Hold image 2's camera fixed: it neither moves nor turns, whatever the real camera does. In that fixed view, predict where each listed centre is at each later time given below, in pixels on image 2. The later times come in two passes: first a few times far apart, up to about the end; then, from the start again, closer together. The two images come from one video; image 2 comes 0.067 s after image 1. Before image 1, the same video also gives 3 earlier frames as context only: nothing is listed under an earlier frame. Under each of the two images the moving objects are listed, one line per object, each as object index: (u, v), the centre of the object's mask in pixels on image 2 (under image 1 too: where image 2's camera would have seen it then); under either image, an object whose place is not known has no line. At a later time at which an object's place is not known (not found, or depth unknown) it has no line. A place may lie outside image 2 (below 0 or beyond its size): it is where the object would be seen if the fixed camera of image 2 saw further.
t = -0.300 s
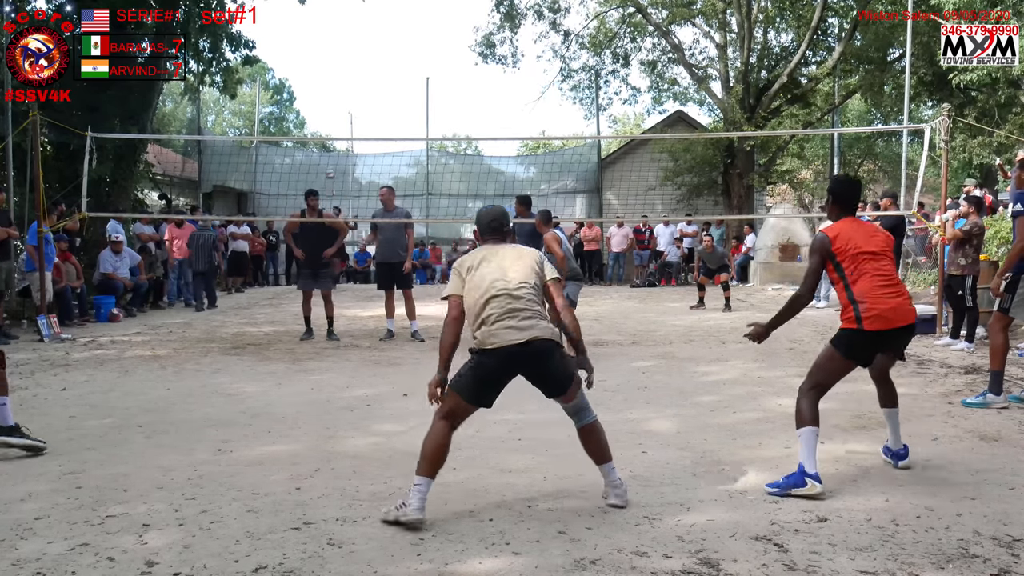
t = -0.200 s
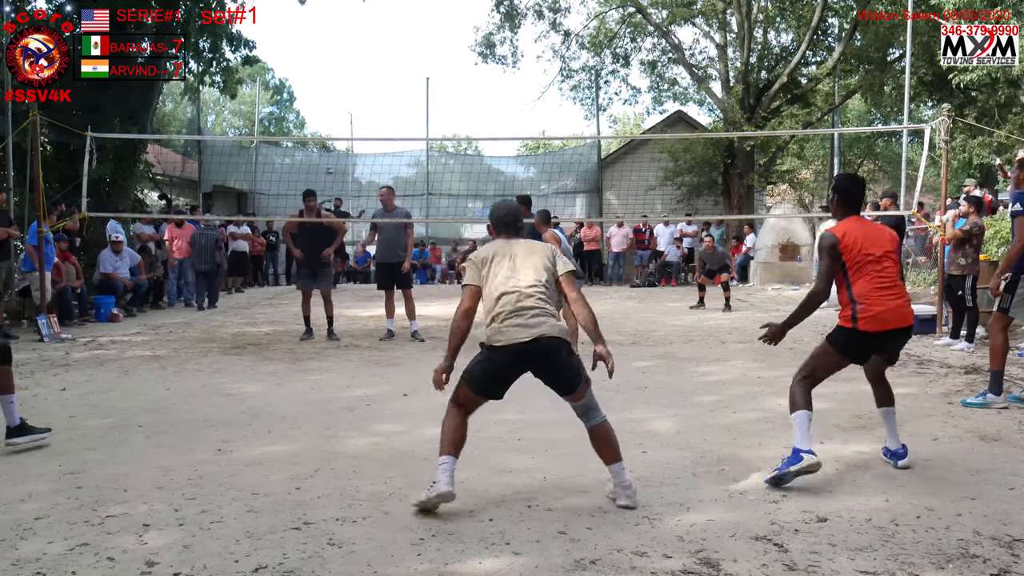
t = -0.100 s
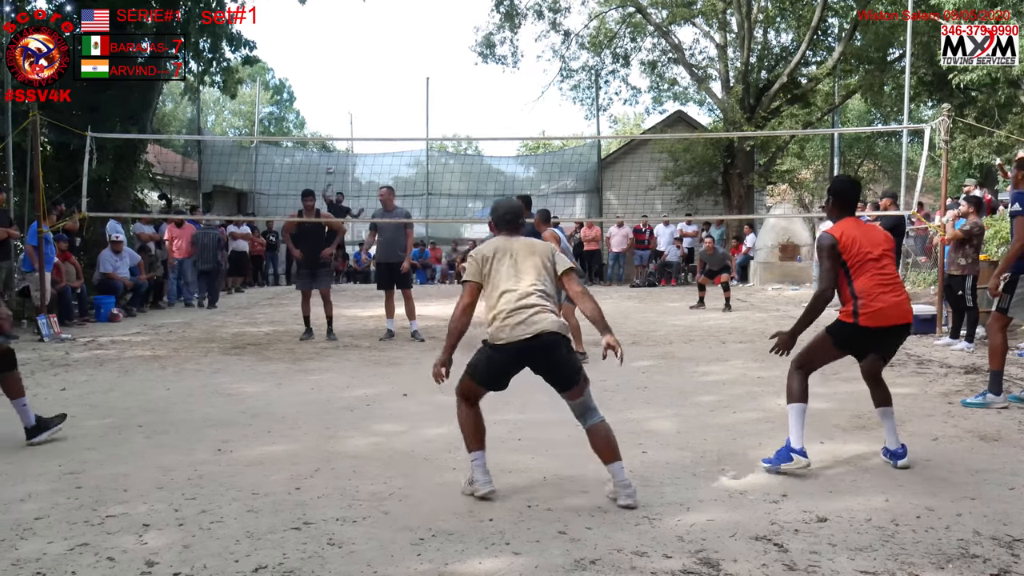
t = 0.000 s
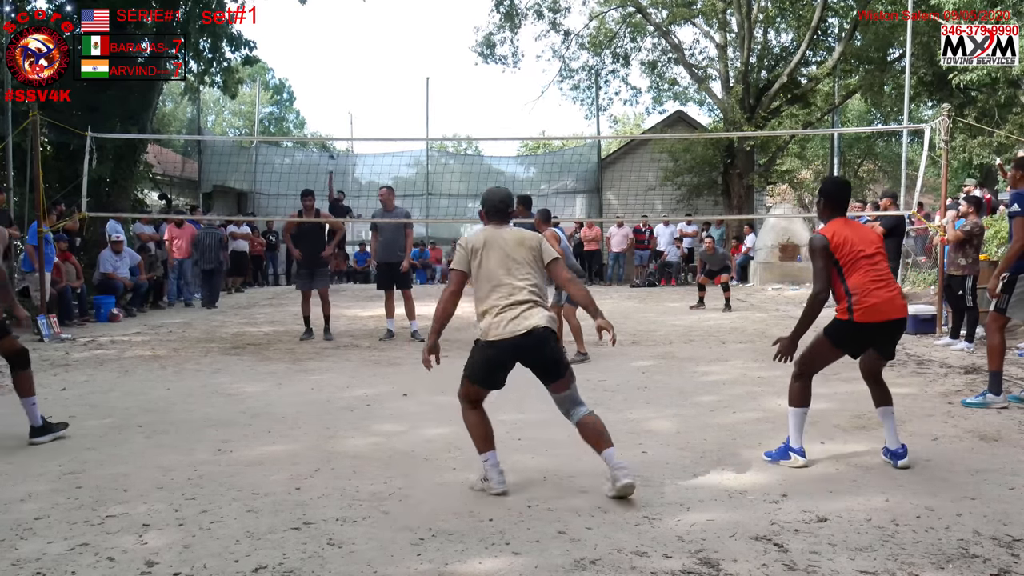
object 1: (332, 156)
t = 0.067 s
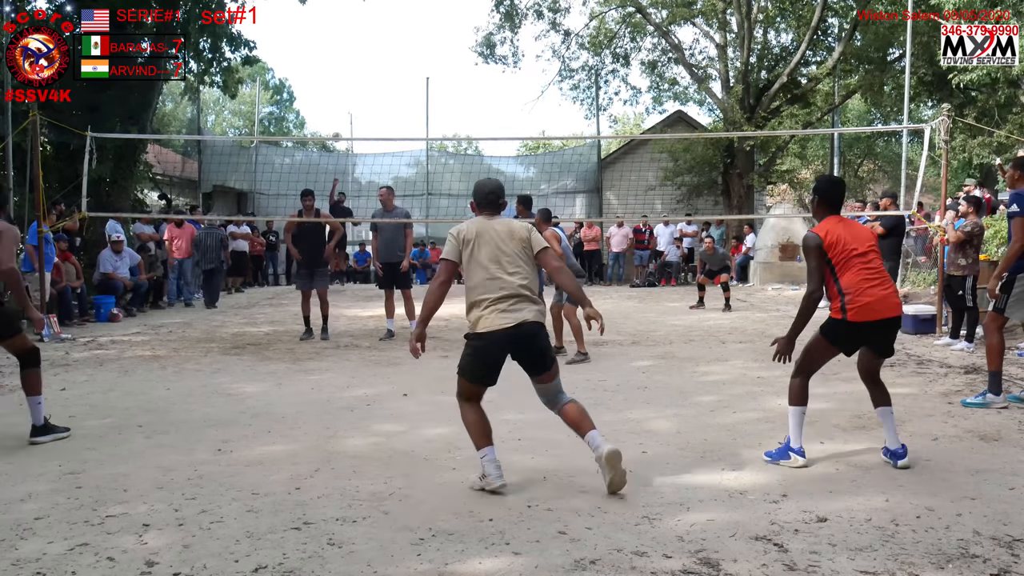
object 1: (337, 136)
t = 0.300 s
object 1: (351, 87)
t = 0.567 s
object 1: (372, 61)
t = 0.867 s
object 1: (406, 90)
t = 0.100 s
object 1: (338, 129)
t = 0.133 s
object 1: (340, 121)
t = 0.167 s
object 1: (342, 113)
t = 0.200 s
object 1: (344, 106)
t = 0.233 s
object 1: (346, 99)
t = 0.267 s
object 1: (348, 93)
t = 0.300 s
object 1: (351, 87)
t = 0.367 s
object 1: (355, 77)
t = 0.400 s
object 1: (358, 73)
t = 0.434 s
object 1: (361, 69)
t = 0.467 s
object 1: (363, 66)
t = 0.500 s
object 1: (366, 64)
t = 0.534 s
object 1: (369, 62)
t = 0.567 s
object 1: (372, 61)
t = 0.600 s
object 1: (376, 61)
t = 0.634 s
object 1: (379, 61)
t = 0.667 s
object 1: (383, 62)
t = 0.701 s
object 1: (386, 64)
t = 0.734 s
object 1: (390, 67)
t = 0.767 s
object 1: (394, 71)
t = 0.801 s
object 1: (398, 77)
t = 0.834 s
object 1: (402, 83)
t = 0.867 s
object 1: (406, 90)
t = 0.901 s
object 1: (410, 99)
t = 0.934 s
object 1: (415, 109)
